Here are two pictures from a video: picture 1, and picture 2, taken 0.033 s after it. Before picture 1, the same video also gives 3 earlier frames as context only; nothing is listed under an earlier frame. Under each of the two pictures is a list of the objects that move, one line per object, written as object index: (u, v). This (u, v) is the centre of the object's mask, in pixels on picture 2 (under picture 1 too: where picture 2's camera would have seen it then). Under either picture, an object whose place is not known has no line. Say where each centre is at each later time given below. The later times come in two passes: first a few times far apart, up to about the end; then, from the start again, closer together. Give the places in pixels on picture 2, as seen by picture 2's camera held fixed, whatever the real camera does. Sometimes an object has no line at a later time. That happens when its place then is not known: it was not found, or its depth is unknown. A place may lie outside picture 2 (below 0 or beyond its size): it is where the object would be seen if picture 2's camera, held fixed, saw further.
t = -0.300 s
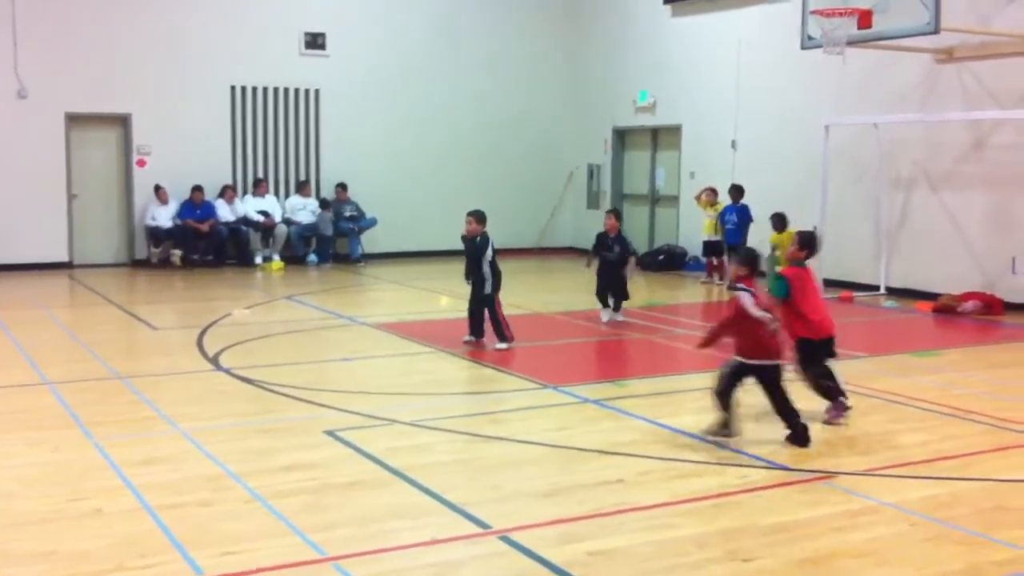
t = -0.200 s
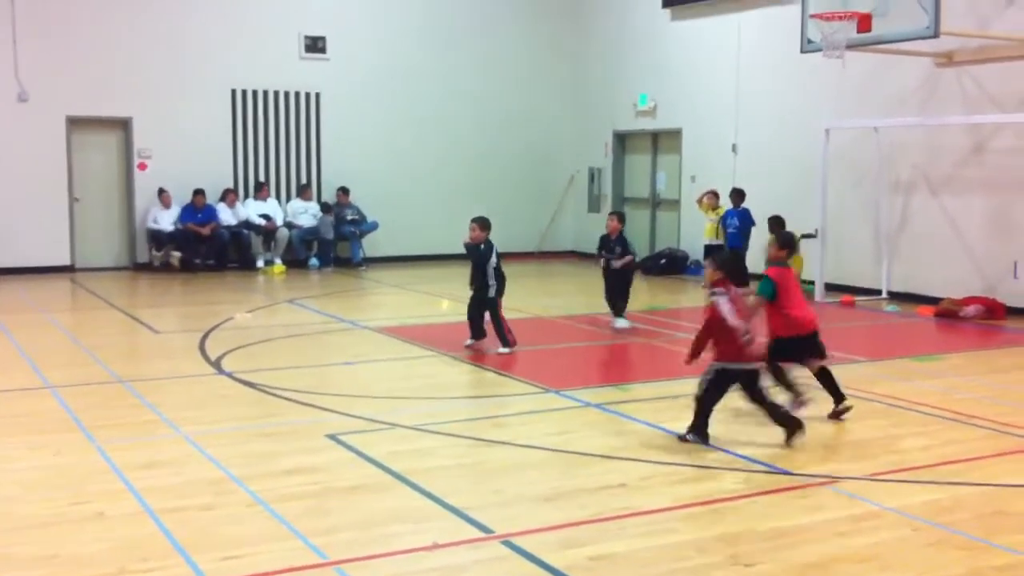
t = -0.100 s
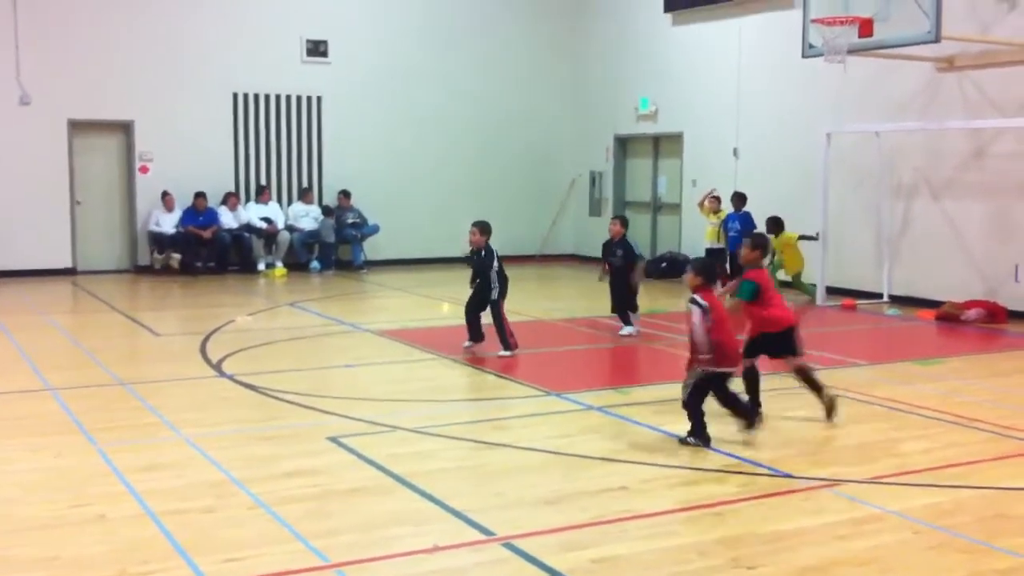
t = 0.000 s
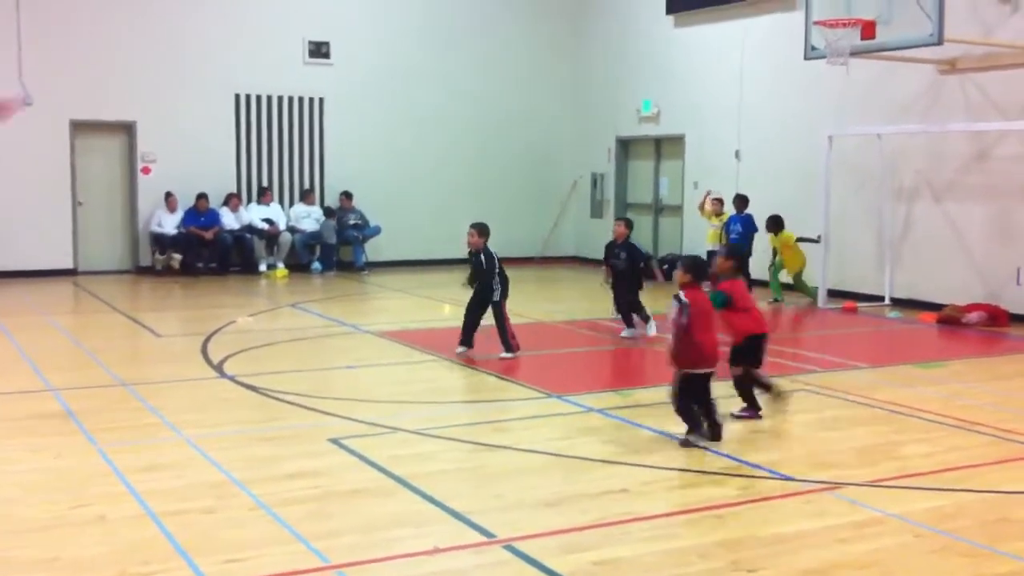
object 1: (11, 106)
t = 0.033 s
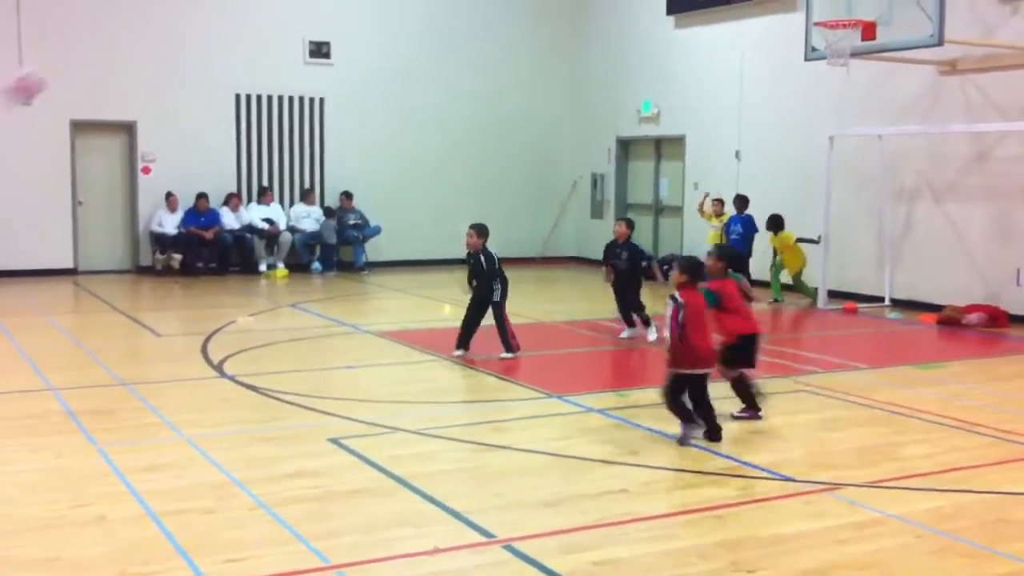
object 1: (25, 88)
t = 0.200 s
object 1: (145, 15)
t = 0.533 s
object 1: (370, 11)
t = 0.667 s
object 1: (451, 53)
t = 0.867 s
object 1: (553, 156)
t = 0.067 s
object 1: (48, 71)
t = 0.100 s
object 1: (72, 51)
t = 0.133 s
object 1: (97, 38)
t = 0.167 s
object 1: (119, 26)
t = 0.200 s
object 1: (145, 15)
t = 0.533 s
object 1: (370, 11)
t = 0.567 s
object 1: (389, 19)
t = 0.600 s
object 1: (408, 32)
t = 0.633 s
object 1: (428, 43)
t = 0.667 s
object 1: (451, 53)
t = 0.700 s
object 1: (467, 67)
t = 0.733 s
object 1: (484, 84)
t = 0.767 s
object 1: (500, 100)
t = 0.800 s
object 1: (518, 120)
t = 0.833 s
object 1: (536, 141)
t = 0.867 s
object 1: (553, 156)
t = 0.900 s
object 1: (569, 180)
